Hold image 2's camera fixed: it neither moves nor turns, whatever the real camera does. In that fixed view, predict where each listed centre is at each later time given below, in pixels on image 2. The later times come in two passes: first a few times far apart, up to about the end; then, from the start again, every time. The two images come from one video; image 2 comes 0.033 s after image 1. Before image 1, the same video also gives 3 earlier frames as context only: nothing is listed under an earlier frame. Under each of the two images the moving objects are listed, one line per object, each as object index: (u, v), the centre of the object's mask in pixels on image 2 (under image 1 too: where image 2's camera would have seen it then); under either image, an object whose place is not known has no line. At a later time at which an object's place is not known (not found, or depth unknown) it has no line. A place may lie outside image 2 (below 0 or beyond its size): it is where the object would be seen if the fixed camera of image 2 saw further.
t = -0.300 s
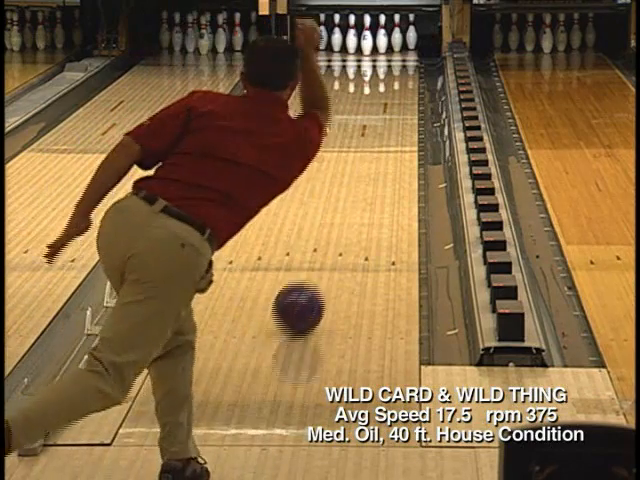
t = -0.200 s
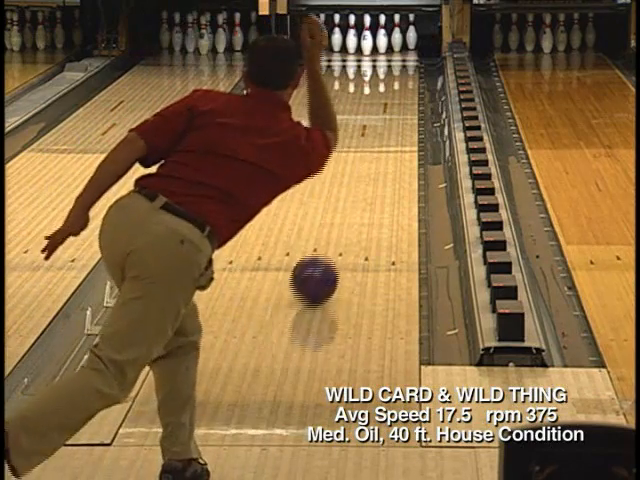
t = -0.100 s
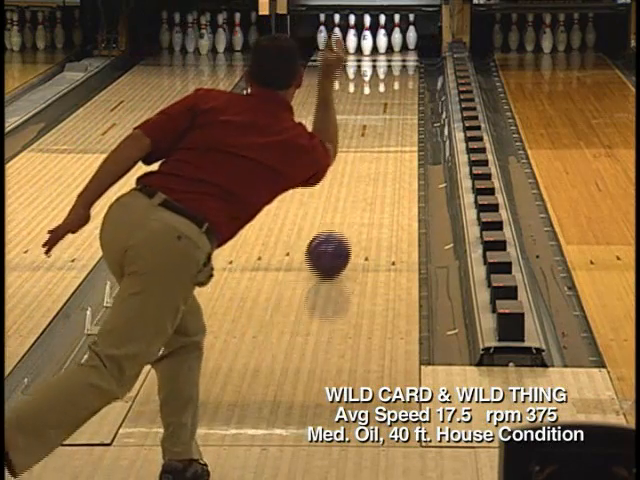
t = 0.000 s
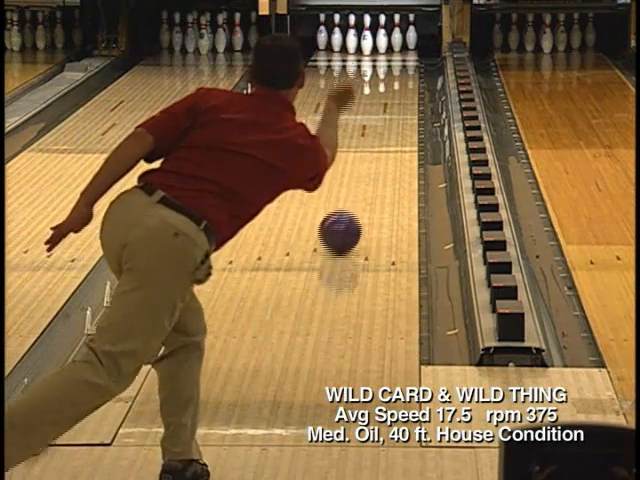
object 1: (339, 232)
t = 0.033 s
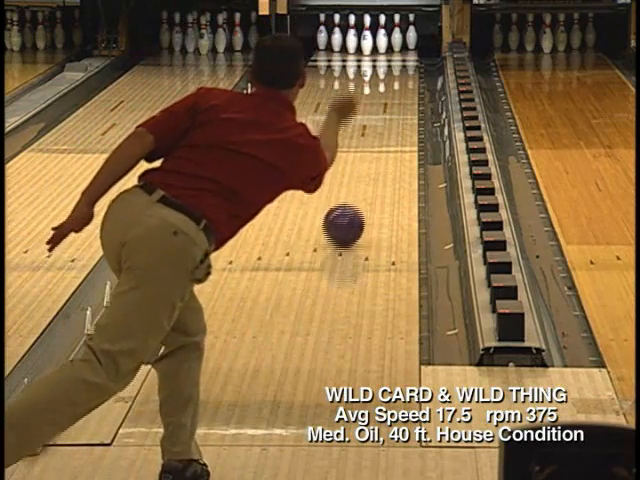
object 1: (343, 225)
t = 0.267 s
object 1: (365, 182)
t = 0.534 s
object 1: (384, 144)
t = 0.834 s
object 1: (397, 111)
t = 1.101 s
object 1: (402, 89)
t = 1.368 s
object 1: (399, 70)
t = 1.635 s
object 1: (387, 55)
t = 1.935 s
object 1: (375, 43)
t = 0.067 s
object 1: (347, 218)
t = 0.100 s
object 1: (350, 212)
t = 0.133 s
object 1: (354, 205)
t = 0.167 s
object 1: (356, 200)
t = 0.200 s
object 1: (361, 195)
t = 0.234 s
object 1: (363, 187)
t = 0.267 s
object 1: (365, 182)
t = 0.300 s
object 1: (368, 177)
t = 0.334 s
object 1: (370, 172)
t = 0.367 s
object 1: (373, 167)
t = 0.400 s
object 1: (375, 162)
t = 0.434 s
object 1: (377, 157)
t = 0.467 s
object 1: (380, 153)
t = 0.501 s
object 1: (382, 148)
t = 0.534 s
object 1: (384, 144)
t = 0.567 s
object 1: (386, 140)
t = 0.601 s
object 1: (387, 136)
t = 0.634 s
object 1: (389, 132)
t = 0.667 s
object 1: (391, 128)
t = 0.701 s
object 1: (392, 125)
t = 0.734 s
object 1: (394, 121)
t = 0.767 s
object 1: (395, 117)
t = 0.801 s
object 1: (396, 115)
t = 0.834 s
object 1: (397, 111)
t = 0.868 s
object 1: (398, 108)
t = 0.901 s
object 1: (399, 104)
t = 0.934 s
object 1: (400, 102)
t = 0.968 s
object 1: (400, 99)
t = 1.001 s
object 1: (401, 96)
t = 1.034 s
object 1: (401, 93)
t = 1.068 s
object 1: (401, 91)
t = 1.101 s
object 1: (402, 89)
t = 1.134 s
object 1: (402, 86)
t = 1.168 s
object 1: (402, 83)
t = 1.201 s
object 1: (401, 81)
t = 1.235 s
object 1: (401, 78)
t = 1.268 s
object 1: (401, 76)
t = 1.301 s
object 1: (400, 74)
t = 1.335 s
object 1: (400, 72)
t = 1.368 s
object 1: (399, 70)
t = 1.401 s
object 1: (398, 68)
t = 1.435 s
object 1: (396, 66)
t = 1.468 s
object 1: (395, 64)
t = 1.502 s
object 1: (394, 62)
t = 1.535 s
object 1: (393, 61)
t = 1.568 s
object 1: (391, 59)
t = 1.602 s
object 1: (389, 57)
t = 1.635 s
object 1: (387, 55)
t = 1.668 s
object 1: (386, 53)
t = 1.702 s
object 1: (384, 52)
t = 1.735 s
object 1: (382, 50)
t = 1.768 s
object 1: (380, 49)
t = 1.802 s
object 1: (377, 48)
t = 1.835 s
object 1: (376, 46)
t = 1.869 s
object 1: (375, 45)
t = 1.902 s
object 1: (375, 44)
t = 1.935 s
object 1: (375, 43)
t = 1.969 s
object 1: (373, 42)
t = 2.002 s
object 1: (373, 42)
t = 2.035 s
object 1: (373, 41)
